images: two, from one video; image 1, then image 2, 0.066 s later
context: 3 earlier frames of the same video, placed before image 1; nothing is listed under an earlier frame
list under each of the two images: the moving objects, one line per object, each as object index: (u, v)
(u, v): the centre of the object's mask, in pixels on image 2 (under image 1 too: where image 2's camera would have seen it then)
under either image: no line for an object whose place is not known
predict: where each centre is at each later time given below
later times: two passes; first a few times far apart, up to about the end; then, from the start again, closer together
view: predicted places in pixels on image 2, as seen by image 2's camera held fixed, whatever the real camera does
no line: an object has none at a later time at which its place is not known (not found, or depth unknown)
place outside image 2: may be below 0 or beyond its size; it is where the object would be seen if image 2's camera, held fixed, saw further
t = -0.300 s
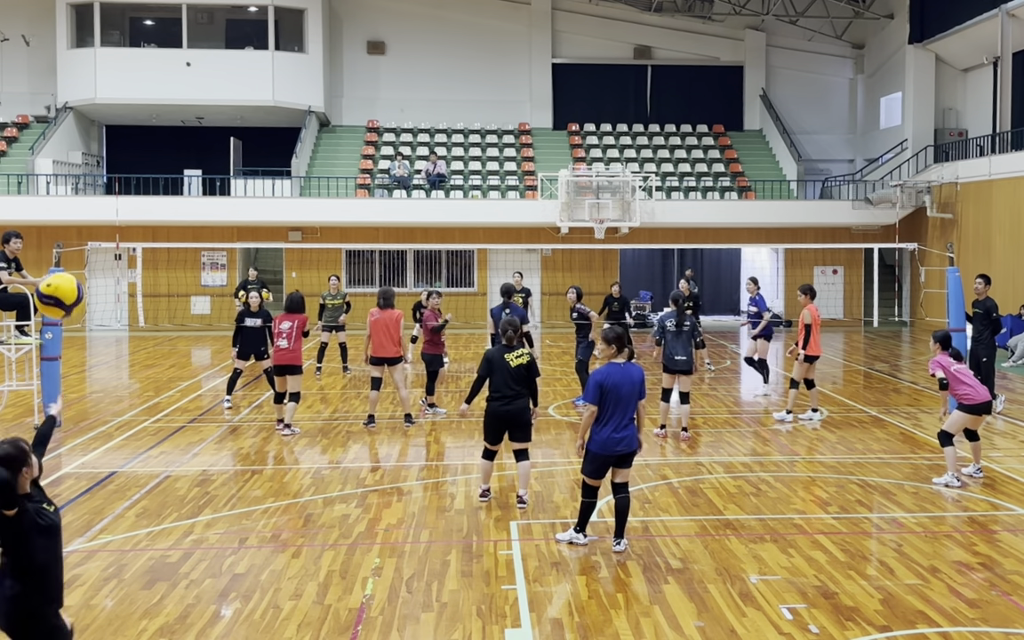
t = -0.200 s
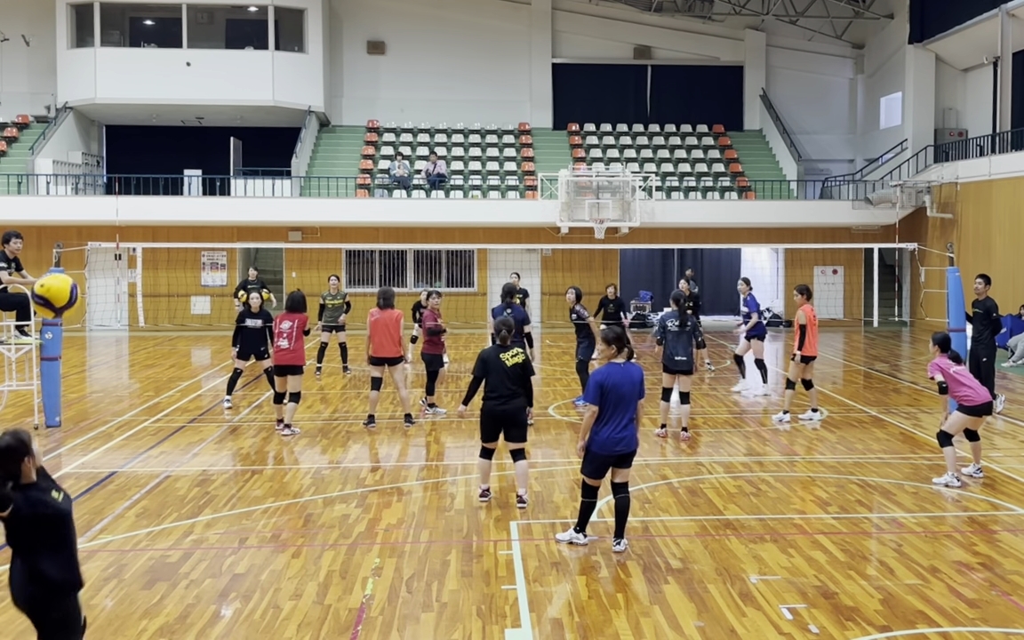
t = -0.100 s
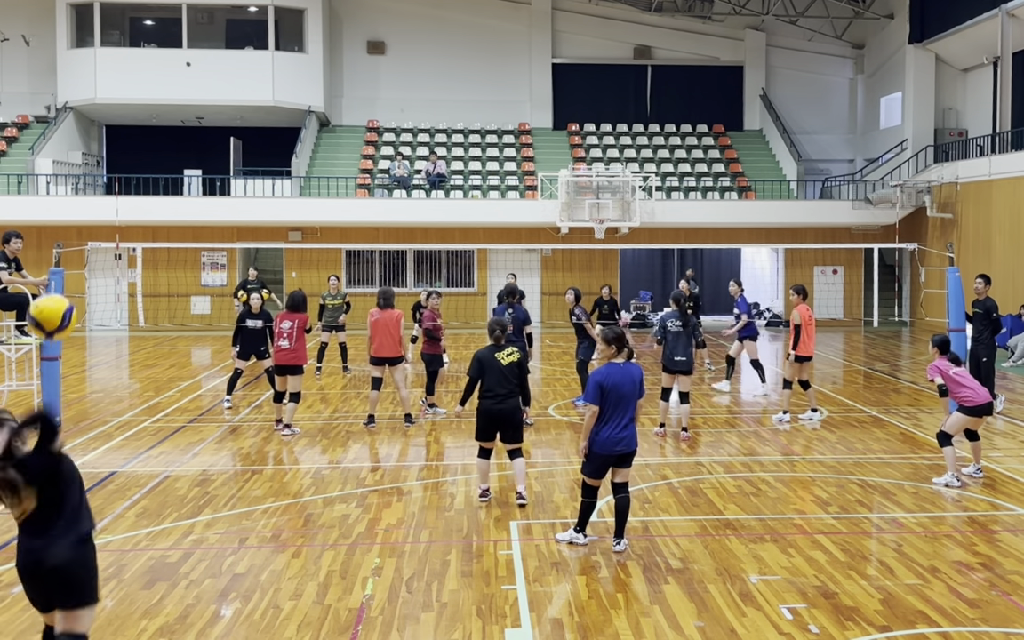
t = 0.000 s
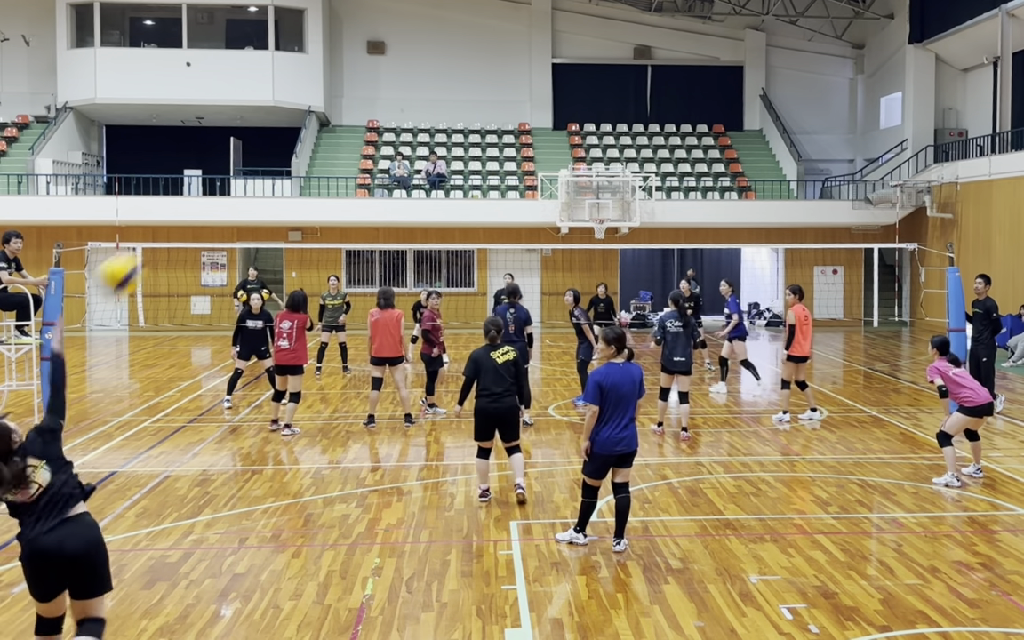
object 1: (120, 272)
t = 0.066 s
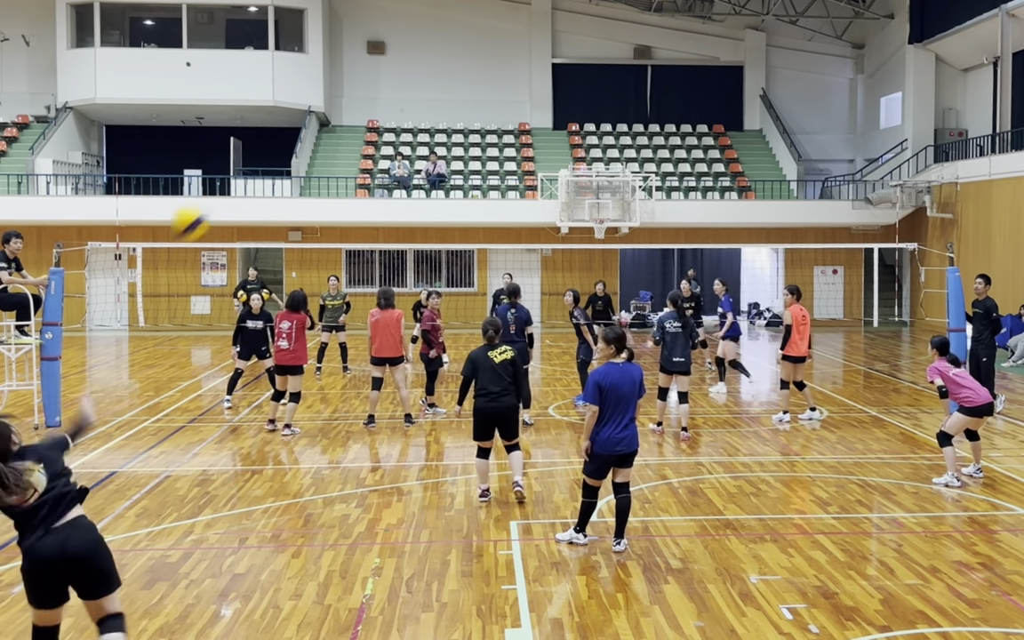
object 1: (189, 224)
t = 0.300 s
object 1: (326, 134)
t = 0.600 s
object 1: (407, 132)
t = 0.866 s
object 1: (451, 191)
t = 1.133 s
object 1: (475, 268)
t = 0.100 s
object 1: (218, 198)
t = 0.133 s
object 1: (241, 182)
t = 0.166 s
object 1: (264, 168)
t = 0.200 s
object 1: (280, 158)
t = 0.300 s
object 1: (326, 134)
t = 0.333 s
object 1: (337, 129)
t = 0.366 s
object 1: (348, 125)
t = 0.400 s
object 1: (358, 122)
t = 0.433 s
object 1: (368, 121)
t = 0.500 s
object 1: (384, 122)
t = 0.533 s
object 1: (393, 124)
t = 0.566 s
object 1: (400, 127)
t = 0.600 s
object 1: (407, 132)
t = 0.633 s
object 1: (413, 138)
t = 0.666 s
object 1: (421, 143)
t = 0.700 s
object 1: (426, 151)
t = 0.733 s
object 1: (431, 158)
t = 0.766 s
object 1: (437, 166)
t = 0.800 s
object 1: (442, 175)
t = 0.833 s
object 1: (446, 183)
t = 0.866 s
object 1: (451, 191)
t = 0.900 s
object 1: (455, 200)
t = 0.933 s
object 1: (458, 211)
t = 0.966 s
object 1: (462, 221)
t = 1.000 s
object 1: (465, 230)
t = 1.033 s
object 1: (468, 237)
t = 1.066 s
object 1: (471, 249)
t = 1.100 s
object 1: (472, 258)
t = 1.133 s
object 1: (475, 268)
